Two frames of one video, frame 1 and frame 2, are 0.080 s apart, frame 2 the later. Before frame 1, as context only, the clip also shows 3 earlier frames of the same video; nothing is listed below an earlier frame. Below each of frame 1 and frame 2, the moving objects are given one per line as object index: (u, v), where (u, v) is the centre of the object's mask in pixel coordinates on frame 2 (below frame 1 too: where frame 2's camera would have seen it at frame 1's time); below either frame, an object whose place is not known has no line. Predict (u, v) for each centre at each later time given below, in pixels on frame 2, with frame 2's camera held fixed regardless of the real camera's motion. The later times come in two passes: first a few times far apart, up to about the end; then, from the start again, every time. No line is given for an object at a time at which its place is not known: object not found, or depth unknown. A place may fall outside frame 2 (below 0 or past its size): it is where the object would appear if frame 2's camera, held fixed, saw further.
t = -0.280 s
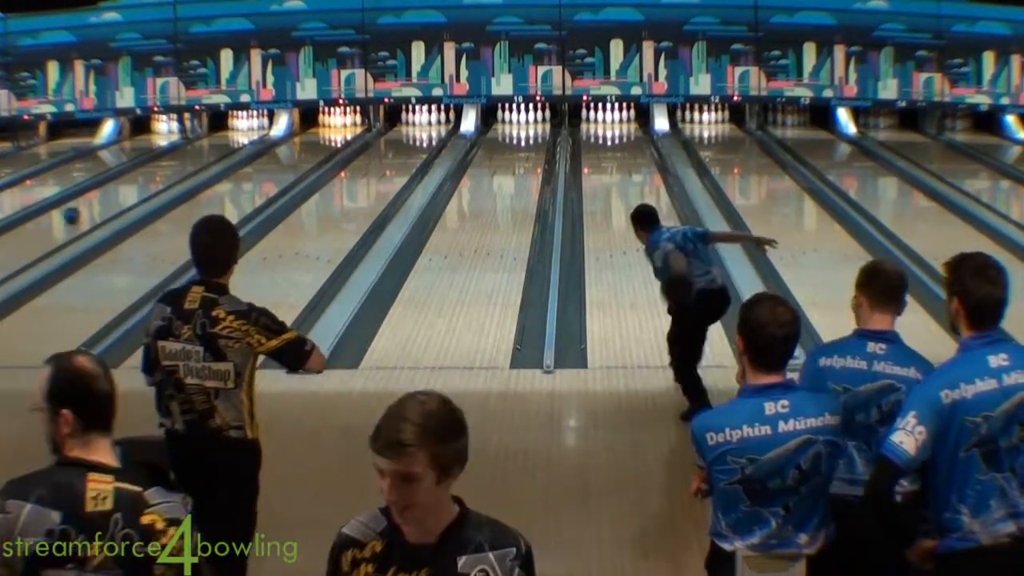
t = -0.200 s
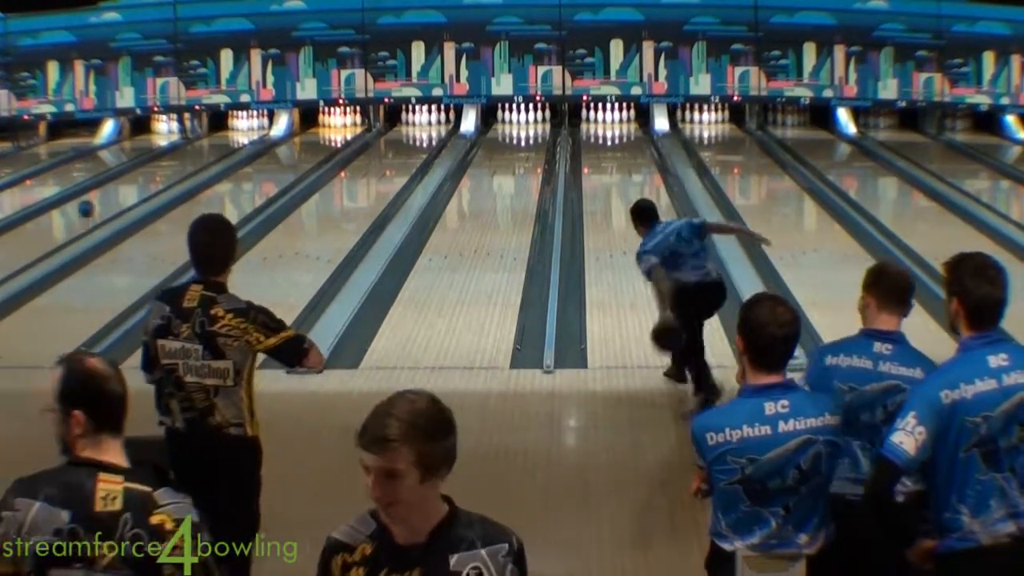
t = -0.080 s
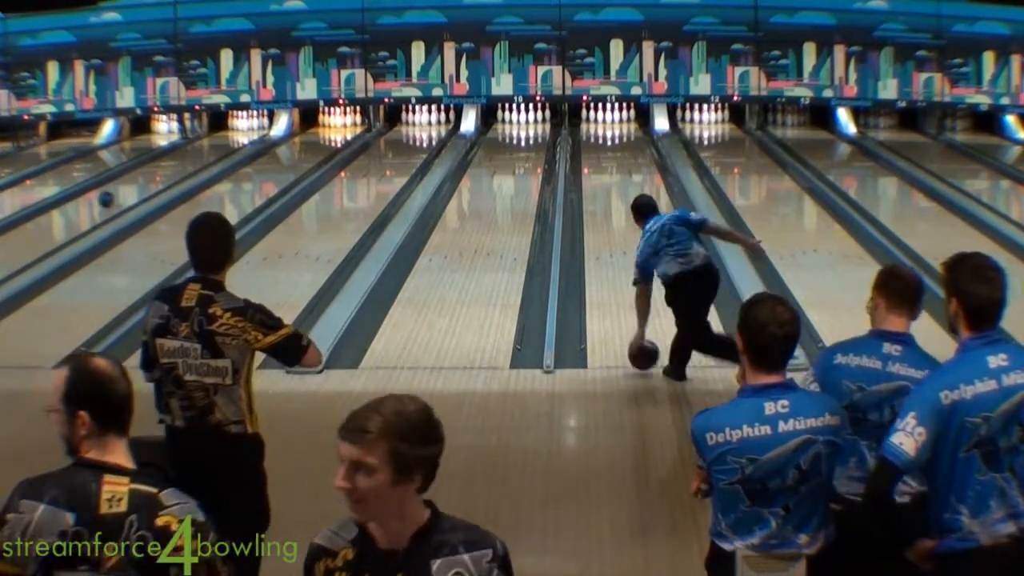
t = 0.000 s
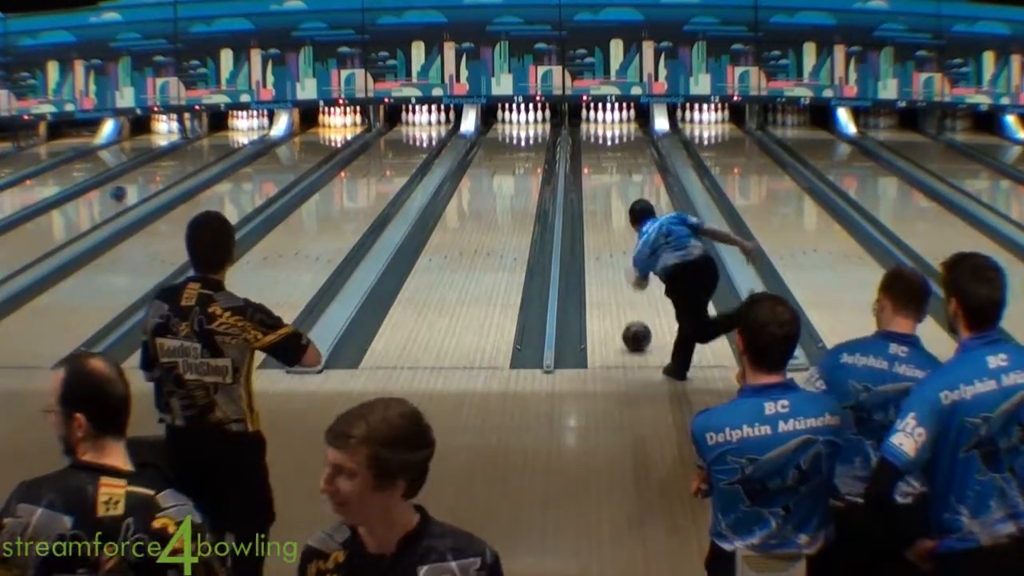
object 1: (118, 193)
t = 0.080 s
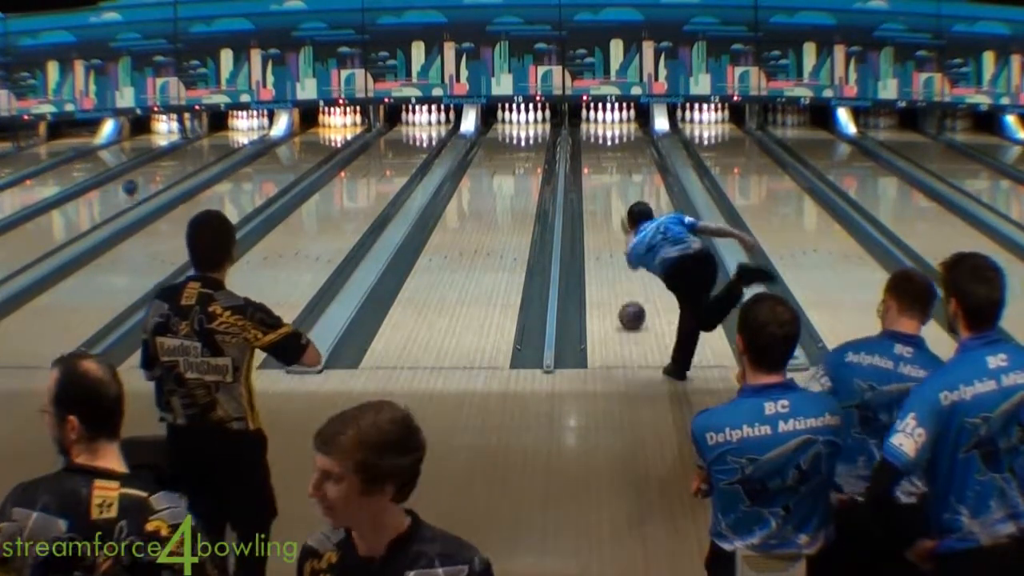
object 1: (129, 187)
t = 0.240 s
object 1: (150, 177)
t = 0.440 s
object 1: (175, 166)
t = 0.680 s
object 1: (198, 153)
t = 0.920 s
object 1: (217, 143)
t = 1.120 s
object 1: (229, 136)
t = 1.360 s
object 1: (240, 130)
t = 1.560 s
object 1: (245, 125)
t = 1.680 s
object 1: (246, 124)
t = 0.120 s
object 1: (136, 185)
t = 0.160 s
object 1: (141, 182)
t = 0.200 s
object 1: (146, 180)
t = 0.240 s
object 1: (150, 177)
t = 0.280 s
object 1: (156, 175)
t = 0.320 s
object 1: (161, 173)
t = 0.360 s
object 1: (166, 170)
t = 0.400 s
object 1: (171, 168)
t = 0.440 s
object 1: (175, 166)
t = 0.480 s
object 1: (180, 164)
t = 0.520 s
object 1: (184, 162)
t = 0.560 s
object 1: (187, 160)
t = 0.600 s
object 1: (191, 158)
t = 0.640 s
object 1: (194, 158)
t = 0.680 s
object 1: (198, 153)
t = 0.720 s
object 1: (202, 152)
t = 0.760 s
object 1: (206, 151)
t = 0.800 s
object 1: (209, 148)
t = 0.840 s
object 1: (212, 146)
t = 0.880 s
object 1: (215, 144)
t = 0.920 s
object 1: (217, 143)
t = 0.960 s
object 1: (220, 142)
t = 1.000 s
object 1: (223, 140)
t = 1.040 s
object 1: (225, 139)
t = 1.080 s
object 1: (228, 138)
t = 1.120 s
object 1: (229, 136)
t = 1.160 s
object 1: (232, 135)
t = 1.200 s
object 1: (233, 133)
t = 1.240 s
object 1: (235, 133)
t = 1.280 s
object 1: (237, 131)
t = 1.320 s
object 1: (238, 130)
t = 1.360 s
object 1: (240, 130)
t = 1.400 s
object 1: (242, 128)
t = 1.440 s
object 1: (243, 127)
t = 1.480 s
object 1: (244, 126)
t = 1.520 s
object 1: (245, 125)
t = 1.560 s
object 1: (245, 125)
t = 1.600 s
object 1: (245, 123)
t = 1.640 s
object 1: (246, 124)
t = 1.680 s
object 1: (246, 124)
